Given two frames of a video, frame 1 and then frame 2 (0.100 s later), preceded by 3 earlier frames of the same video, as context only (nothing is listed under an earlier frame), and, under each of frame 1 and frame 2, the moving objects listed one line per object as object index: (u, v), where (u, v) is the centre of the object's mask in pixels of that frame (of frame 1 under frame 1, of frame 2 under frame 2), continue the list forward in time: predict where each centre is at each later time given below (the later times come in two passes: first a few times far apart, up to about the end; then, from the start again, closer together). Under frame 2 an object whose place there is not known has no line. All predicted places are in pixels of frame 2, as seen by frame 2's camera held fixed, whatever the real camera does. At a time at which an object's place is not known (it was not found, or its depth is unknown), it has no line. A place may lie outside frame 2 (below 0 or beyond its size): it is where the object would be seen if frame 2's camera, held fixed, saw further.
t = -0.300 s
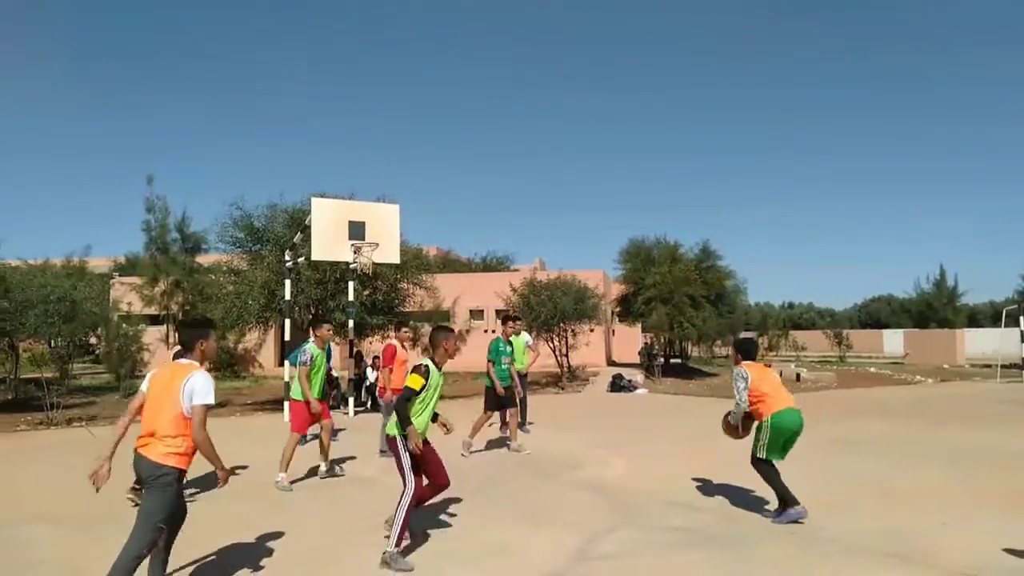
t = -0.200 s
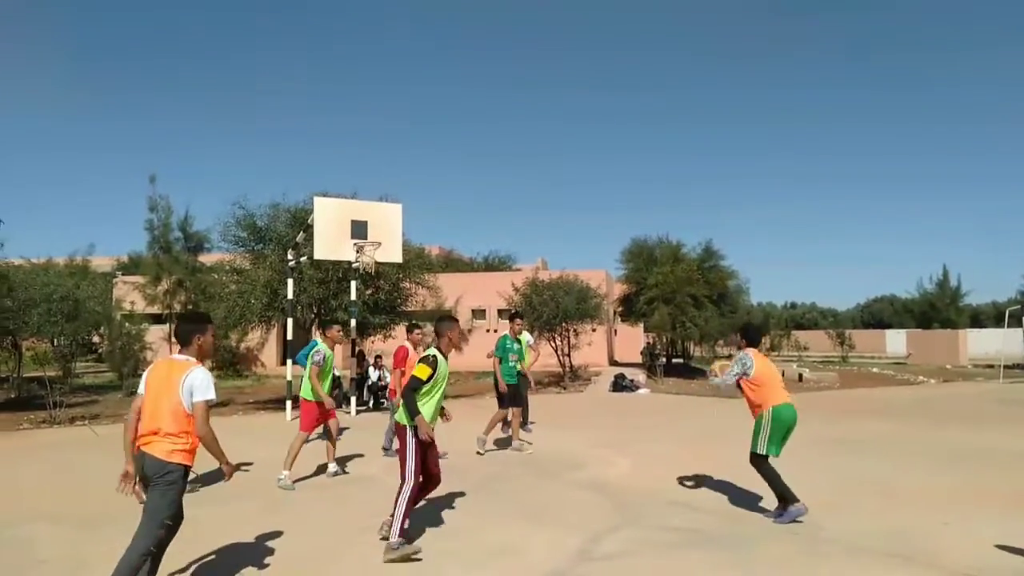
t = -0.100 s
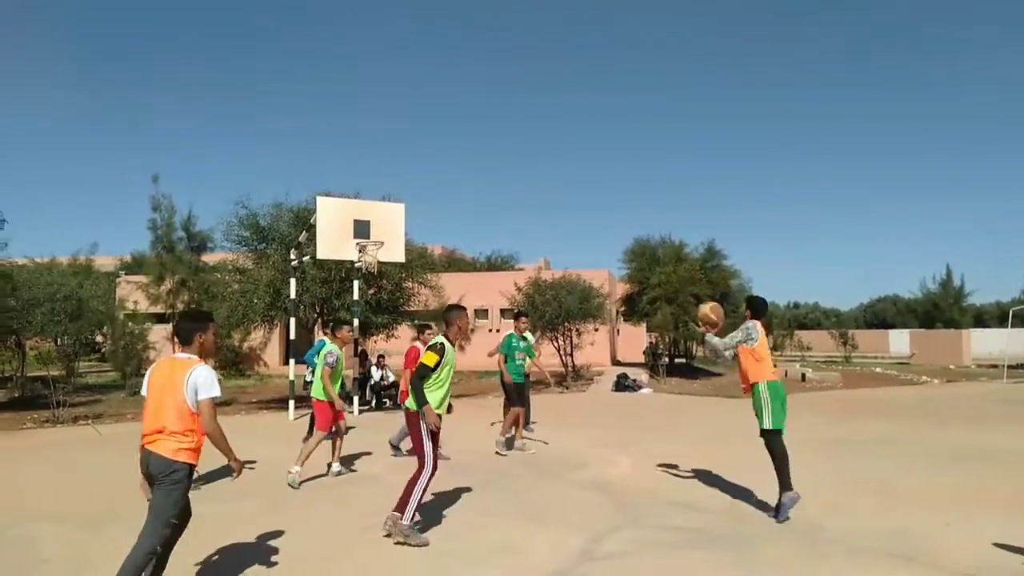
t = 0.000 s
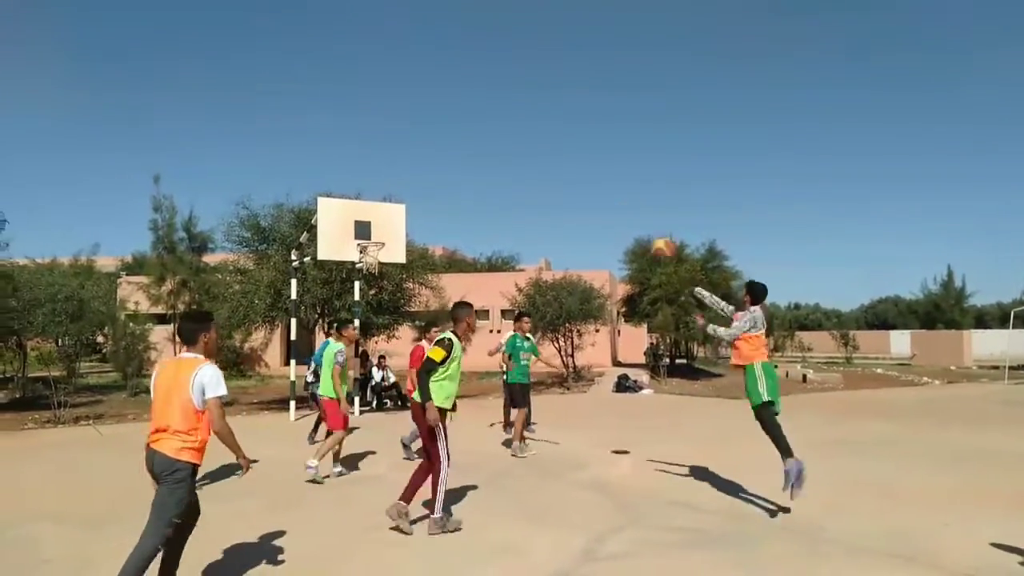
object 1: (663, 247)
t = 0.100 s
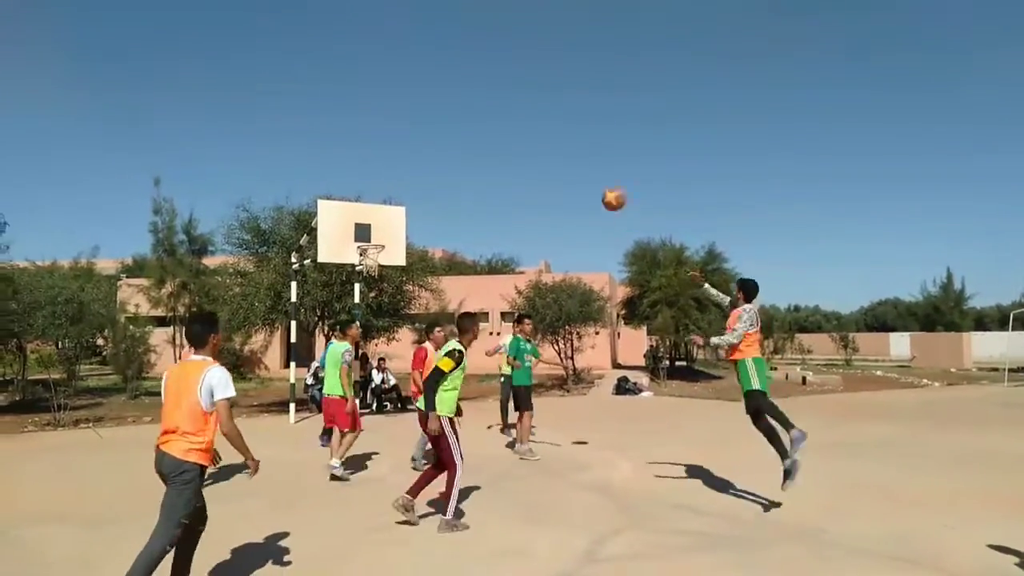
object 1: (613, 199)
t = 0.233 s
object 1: (560, 152)
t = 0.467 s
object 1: (486, 115)
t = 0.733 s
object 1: (421, 124)
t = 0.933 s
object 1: (382, 158)
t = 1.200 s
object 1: (365, 168)
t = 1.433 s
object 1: (385, 122)
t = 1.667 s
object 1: (410, 108)
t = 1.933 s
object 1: (442, 140)
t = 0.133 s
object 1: (600, 185)
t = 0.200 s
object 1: (572, 162)
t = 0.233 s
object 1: (560, 152)
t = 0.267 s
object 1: (548, 143)
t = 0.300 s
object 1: (536, 136)
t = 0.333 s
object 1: (525, 129)
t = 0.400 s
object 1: (504, 120)
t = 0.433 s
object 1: (495, 117)
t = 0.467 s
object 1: (486, 115)
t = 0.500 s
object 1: (477, 113)
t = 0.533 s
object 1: (468, 113)
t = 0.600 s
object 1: (452, 114)
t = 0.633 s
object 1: (443, 116)
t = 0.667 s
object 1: (435, 118)
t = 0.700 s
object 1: (428, 121)
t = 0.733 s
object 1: (421, 124)
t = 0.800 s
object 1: (408, 134)
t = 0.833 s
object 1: (401, 139)
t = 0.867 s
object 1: (395, 145)
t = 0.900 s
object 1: (388, 152)
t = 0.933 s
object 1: (382, 158)
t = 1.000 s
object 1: (371, 174)
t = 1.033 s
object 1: (365, 183)
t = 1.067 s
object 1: (360, 192)
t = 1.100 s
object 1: (356, 197)
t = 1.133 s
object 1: (359, 187)
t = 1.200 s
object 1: (365, 168)
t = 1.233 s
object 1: (367, 160)
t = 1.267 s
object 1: (370, 153)
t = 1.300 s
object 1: (373, 145)
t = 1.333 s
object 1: (376, 138)
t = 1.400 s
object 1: (383, 127)
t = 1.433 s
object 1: (385, 122)
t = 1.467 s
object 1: (388, 117)
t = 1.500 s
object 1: (392, 114)
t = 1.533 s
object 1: (395, 111)
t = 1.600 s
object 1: (402, 108)
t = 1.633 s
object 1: (406, 107)
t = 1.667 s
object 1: (410, 108)
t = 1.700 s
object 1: (413, 108)
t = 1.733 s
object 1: (416, 110)
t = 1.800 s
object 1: (424, 116)
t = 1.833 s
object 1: (428, 121)
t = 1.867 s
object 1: (432, 126)
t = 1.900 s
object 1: (437, 132)
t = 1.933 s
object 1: (442, 140)
